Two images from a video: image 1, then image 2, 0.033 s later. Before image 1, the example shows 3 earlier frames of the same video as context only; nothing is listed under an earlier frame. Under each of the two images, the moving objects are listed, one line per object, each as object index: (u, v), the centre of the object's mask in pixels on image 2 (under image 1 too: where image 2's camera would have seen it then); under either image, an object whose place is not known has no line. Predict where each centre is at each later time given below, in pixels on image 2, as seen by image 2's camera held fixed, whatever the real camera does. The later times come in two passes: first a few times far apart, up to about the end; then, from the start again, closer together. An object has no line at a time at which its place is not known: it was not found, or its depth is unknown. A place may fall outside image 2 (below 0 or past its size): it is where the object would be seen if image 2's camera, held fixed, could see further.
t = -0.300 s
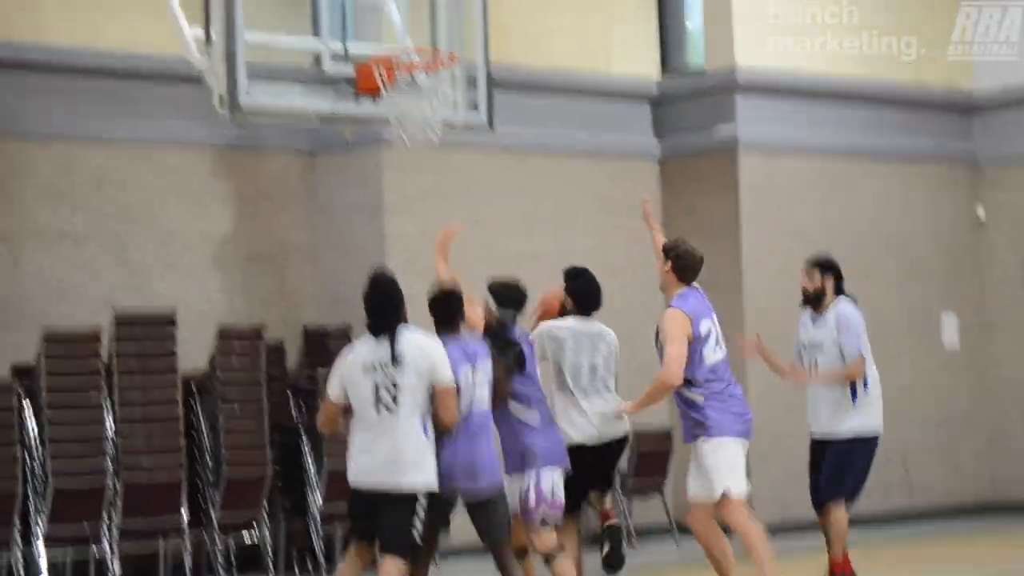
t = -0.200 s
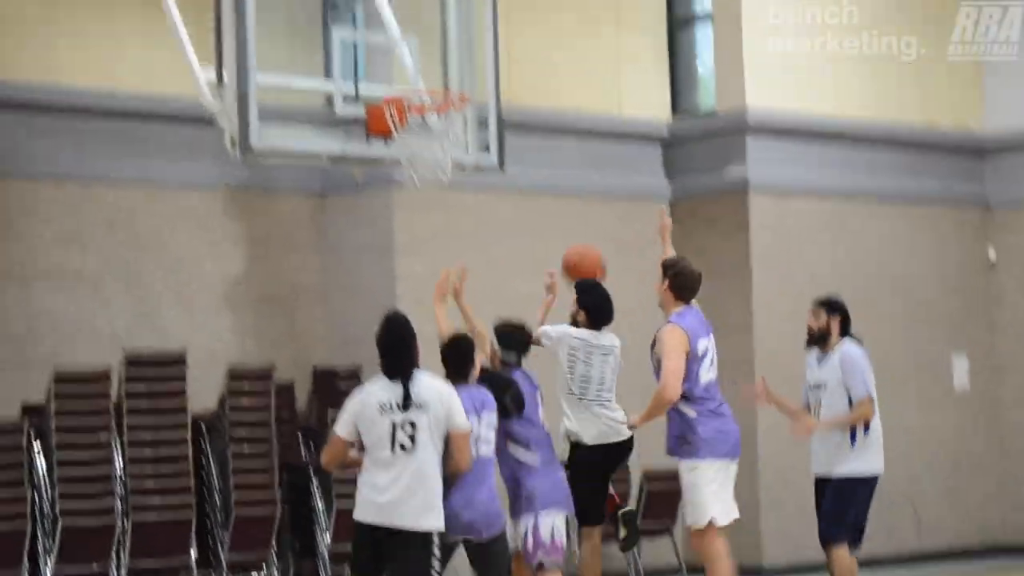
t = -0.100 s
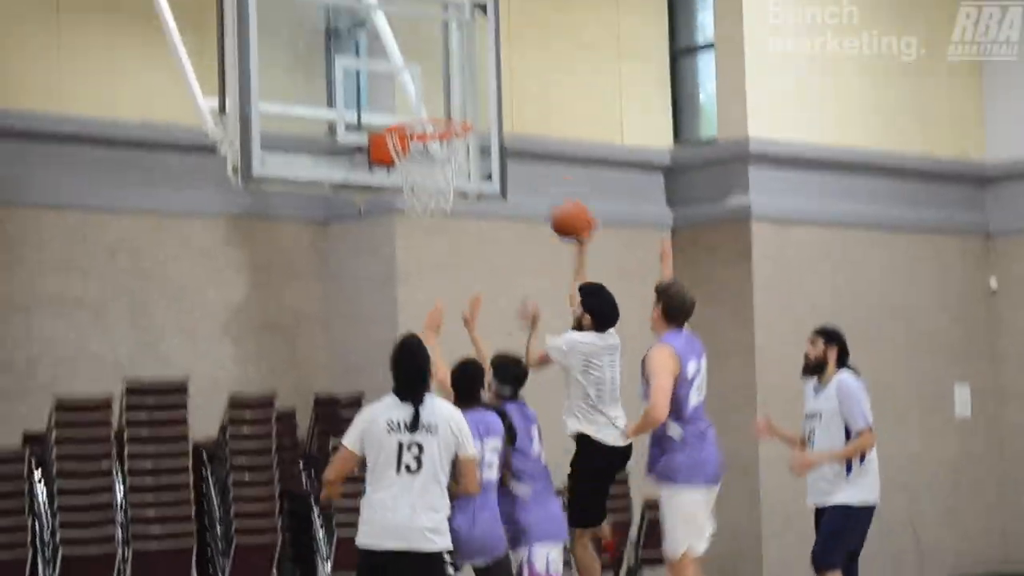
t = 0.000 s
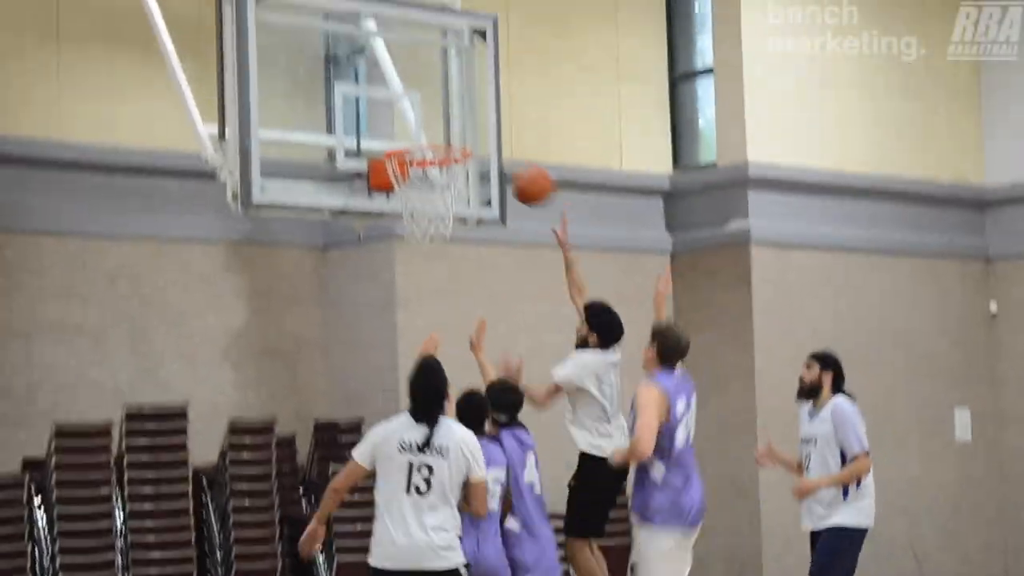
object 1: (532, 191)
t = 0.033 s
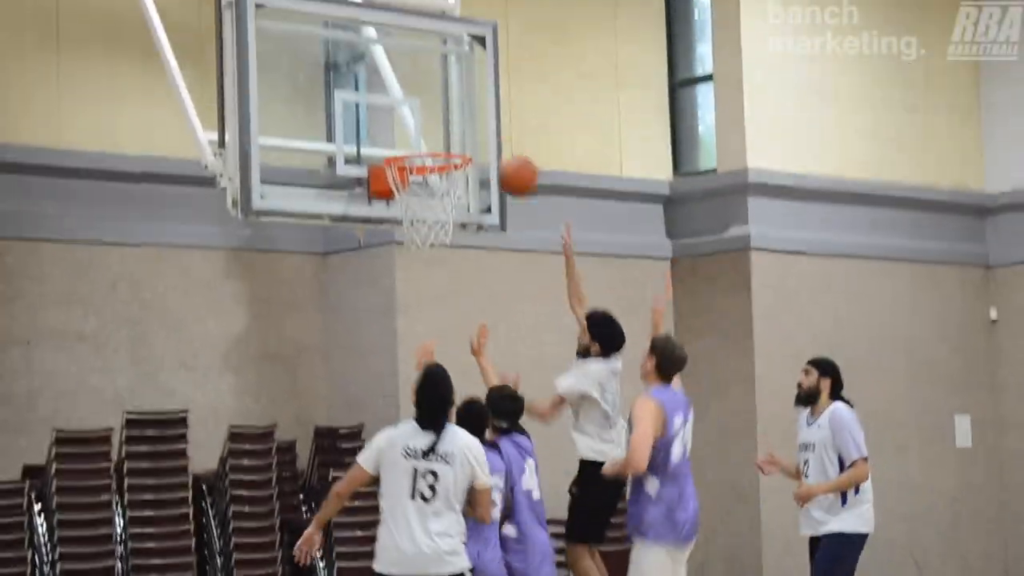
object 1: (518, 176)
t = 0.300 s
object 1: (446, 123)
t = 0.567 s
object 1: (438, 142)
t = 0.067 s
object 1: (505, 162)
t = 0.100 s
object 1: (491, 150)
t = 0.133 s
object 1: (477, 139)
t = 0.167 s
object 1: (464, 132)
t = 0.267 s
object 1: (445, 122)
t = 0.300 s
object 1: (446, 123)
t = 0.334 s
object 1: (447, 126)
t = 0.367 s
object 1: (448, 130)
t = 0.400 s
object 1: (449, 135)
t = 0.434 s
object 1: (450, 138)
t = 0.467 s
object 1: (446, 138)
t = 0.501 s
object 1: (444, 138)
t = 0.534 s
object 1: (441, 140)
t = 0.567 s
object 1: (438, 142)
